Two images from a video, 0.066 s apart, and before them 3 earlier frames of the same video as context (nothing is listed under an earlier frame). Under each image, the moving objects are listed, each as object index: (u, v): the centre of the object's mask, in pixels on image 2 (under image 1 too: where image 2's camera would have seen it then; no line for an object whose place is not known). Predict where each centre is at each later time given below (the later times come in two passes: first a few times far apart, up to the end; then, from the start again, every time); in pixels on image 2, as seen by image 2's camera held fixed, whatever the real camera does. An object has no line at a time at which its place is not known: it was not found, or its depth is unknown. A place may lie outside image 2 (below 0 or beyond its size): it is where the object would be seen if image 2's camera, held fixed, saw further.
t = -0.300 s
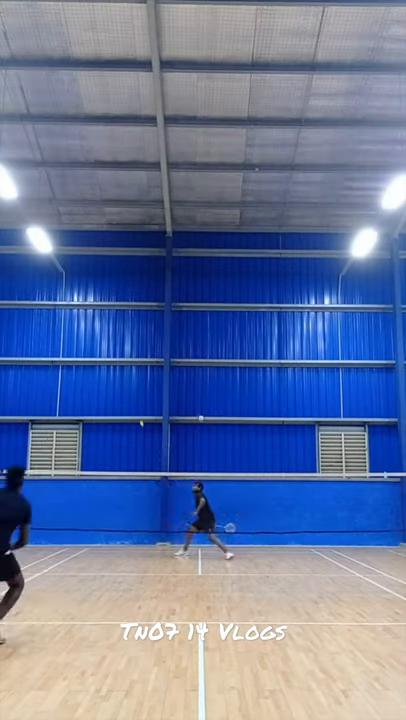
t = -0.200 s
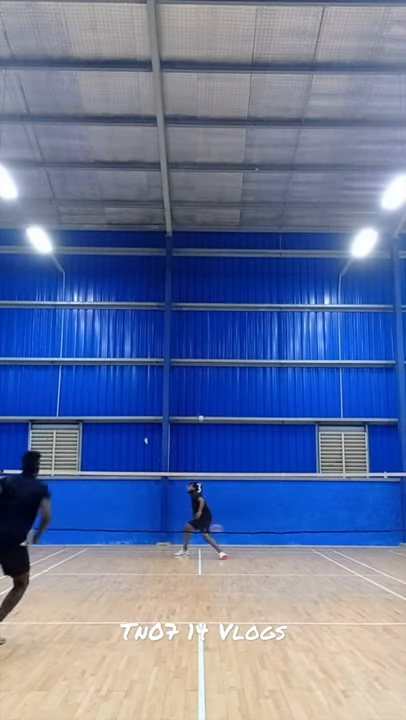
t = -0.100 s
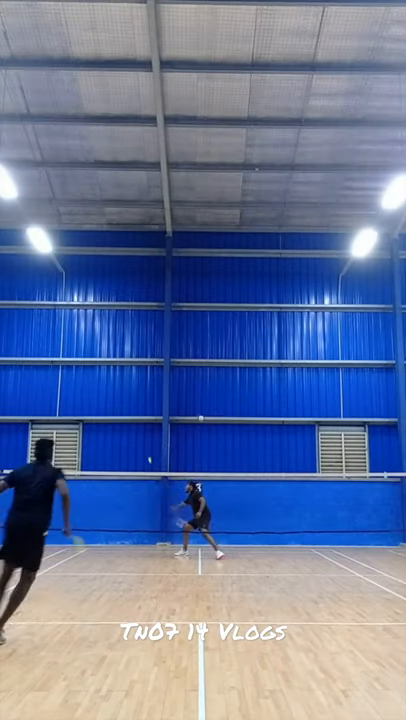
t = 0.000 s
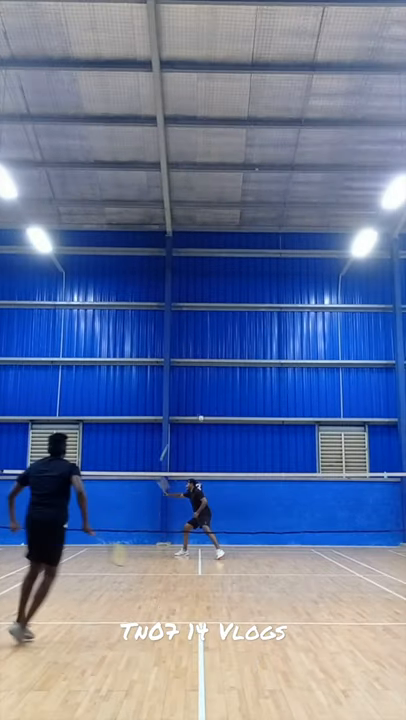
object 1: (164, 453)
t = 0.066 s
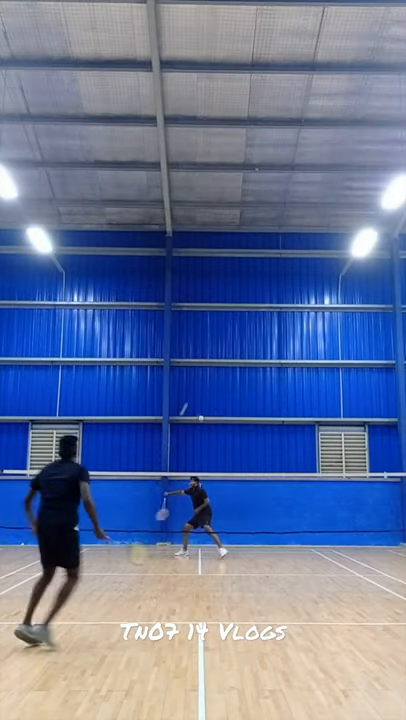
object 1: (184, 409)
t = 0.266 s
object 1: (229, 321)
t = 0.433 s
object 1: (261, 276)
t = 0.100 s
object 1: (192, 391)
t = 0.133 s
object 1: (200, 375)
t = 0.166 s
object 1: (208, 359)
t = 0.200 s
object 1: (216, 346)
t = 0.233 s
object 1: (223, 333)
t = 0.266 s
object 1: (229, 321)
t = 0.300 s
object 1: (236, 310)
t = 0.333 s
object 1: (243, 300)
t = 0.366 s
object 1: (249, 291)
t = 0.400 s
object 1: (256, 283)
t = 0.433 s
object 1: (261, 276)
